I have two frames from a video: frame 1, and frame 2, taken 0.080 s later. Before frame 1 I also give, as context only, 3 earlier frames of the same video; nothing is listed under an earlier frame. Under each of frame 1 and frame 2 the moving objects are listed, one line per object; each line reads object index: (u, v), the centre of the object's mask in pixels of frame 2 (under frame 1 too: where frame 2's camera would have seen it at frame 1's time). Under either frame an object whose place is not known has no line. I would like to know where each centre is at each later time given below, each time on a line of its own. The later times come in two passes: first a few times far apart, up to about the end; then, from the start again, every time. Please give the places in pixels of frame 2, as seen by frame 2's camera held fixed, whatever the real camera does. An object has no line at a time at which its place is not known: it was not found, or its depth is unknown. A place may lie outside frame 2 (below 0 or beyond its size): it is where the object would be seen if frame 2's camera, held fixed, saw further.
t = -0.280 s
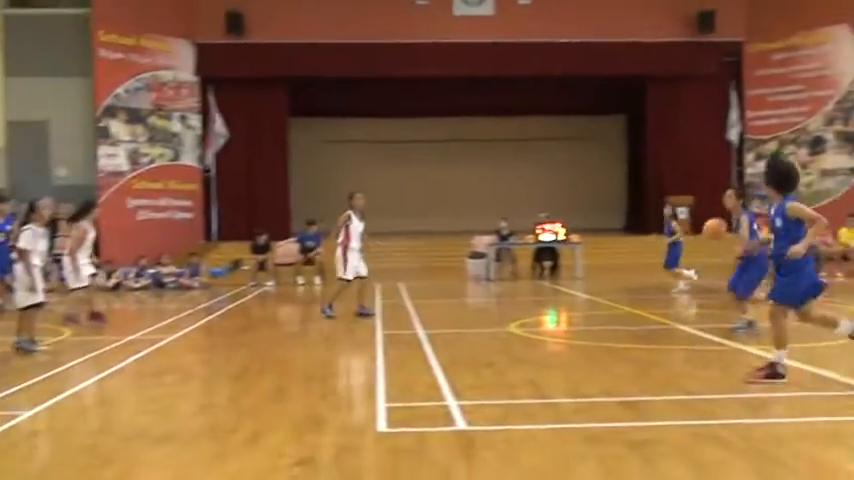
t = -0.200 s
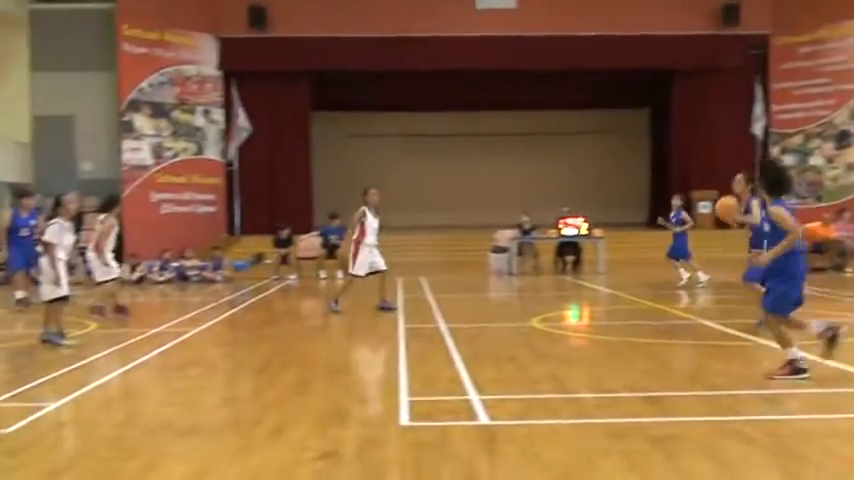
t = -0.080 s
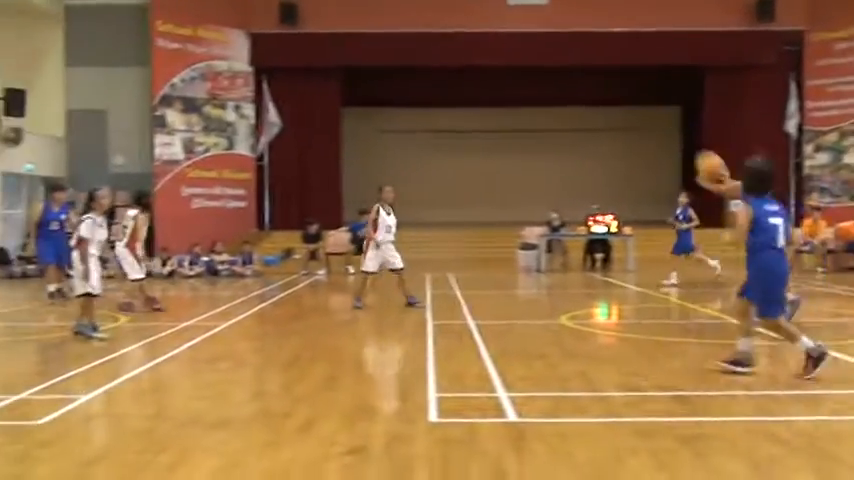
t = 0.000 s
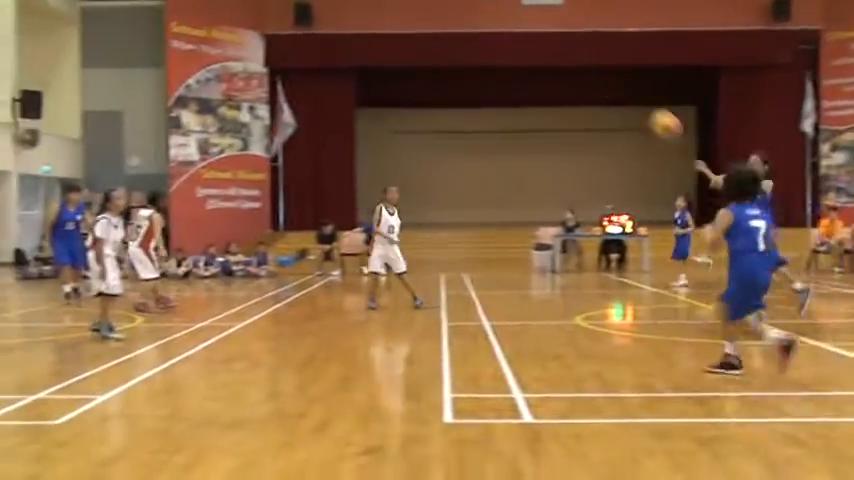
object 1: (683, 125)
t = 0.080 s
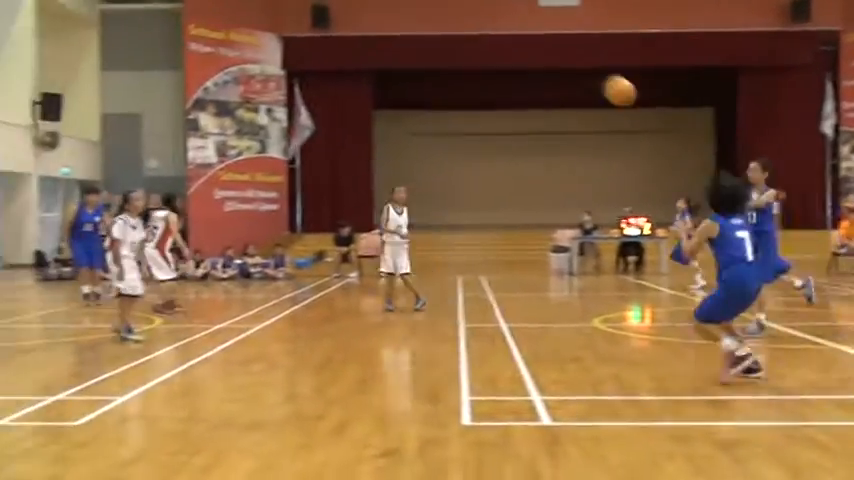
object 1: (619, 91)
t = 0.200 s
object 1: (518, 47)
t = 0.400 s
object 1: (336, 6)
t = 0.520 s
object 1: (216, 1)
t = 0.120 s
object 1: (586, 75)
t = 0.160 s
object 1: (553, 60)
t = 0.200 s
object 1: (518, 47)
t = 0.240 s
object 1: (482, 36)
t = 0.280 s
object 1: (447, 25)
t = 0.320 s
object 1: (411, 16)
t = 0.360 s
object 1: (373, 10)
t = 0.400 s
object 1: (336, 6)
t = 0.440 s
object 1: (297, 4)
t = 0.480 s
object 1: (256, 2)
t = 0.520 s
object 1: (216, 1)
